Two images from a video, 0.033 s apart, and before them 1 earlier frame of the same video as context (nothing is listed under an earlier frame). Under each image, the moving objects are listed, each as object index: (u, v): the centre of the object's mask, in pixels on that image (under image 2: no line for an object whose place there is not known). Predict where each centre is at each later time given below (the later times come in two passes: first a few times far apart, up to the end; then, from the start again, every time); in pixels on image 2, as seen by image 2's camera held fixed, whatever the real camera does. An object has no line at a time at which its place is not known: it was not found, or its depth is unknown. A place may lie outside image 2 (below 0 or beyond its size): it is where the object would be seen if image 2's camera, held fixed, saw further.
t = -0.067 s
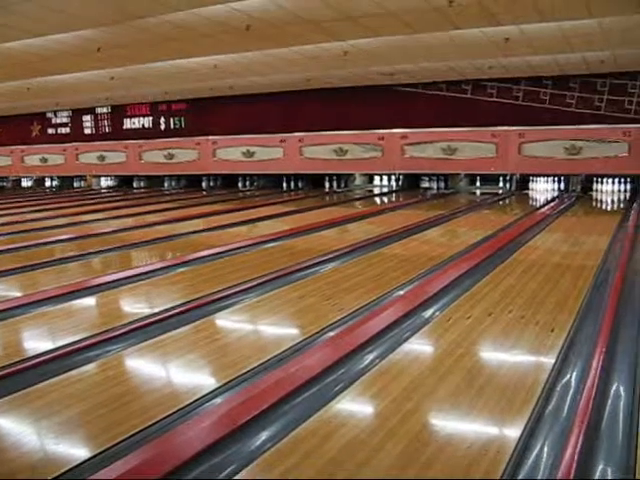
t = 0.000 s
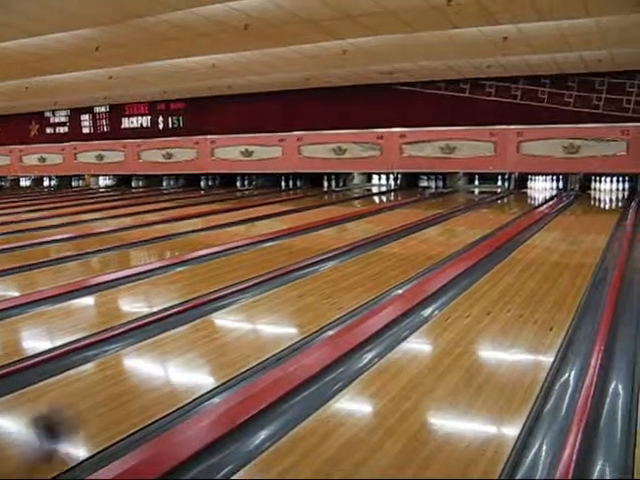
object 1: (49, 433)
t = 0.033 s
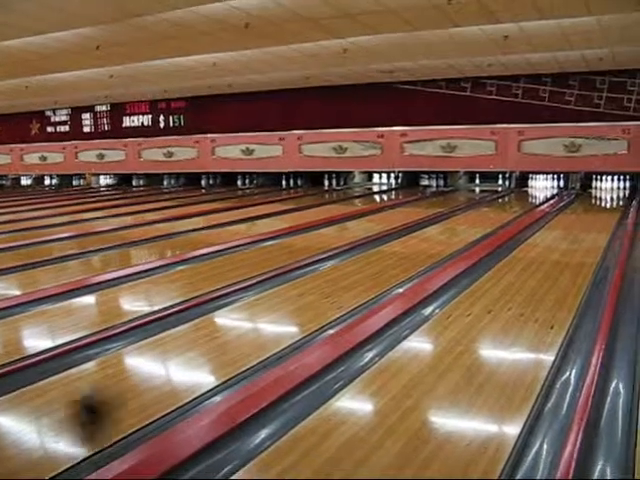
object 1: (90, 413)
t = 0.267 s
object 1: (276, 323)
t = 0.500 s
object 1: (371, 278)
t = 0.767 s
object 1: (432, 248)
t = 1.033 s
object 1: (469, 229)
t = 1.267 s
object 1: (491, 217)
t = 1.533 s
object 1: (507, 208)
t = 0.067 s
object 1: (126, 398)
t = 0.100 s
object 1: (159, 381)
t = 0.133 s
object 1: (188, 366)
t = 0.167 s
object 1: (213, 354)
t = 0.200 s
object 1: (236, 343)
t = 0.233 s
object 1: (257, 333)
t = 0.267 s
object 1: (276, 323)
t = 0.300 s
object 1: (294, 315)
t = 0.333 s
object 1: (309, 307)
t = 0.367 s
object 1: (324, 301)
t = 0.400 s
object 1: (337, 295)
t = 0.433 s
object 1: (351, 289)
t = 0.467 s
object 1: (361, 283)
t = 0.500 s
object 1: (371, 278)
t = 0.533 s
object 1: (380, 273)
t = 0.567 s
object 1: (389, 269)
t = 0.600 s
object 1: (397, 265)
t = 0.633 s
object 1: (405, 262)
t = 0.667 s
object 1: (412, 258)
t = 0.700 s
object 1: (419, 254)
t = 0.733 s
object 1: (425, 251)
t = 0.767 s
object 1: (432, 248)
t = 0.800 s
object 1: (437, 245)
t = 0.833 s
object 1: (442, 243)
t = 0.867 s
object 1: (448, 240)
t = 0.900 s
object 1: (452, 238)
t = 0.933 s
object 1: (457, 235)
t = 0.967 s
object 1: (461, 233)
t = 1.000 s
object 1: (465, 230)
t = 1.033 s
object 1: (469, 229)
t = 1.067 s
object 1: (472, 227)
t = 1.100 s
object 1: (476, 225)
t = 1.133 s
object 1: (479, 223)
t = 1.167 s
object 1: (482, 222)
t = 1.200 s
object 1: (485, 220)
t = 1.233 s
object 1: (488, 219)
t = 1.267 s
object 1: (491, 217)
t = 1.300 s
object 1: (493, 216)
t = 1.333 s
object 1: (495, 215)
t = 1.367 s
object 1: (496, 214)
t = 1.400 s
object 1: (501, 212)
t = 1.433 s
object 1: (502, 210)
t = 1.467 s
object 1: (504, 210)
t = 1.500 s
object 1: (506, 210)
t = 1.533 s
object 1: (507, 208)
